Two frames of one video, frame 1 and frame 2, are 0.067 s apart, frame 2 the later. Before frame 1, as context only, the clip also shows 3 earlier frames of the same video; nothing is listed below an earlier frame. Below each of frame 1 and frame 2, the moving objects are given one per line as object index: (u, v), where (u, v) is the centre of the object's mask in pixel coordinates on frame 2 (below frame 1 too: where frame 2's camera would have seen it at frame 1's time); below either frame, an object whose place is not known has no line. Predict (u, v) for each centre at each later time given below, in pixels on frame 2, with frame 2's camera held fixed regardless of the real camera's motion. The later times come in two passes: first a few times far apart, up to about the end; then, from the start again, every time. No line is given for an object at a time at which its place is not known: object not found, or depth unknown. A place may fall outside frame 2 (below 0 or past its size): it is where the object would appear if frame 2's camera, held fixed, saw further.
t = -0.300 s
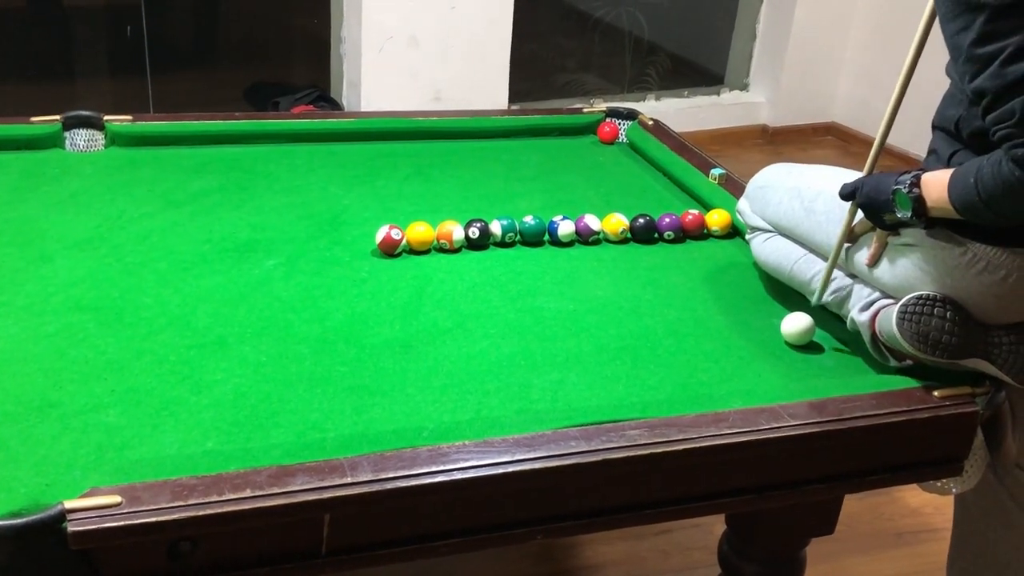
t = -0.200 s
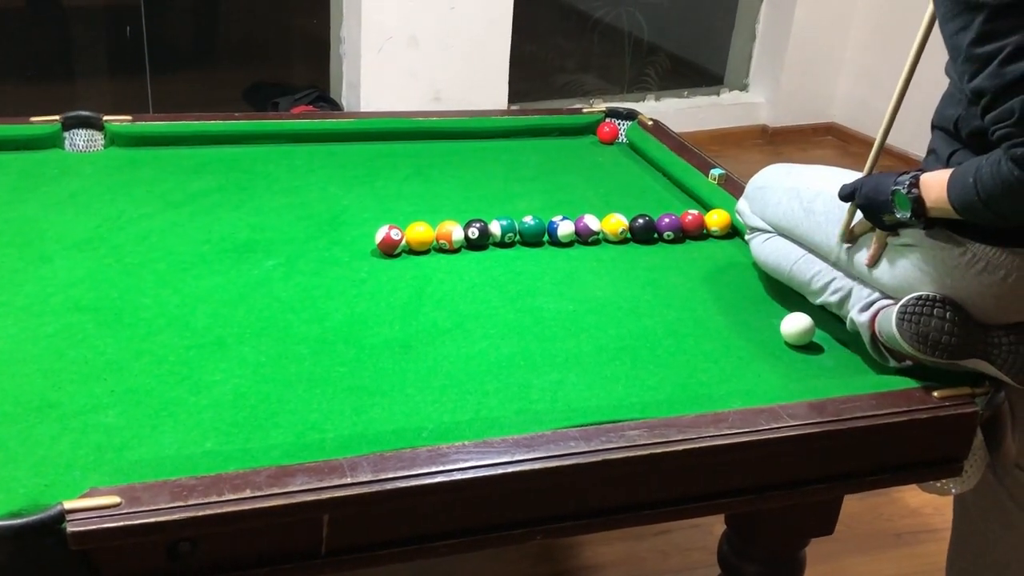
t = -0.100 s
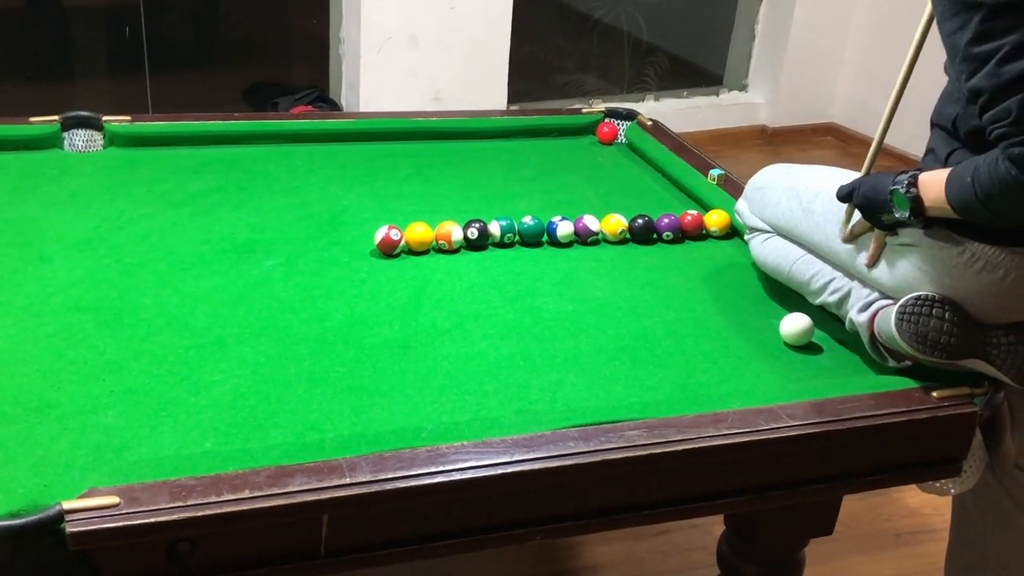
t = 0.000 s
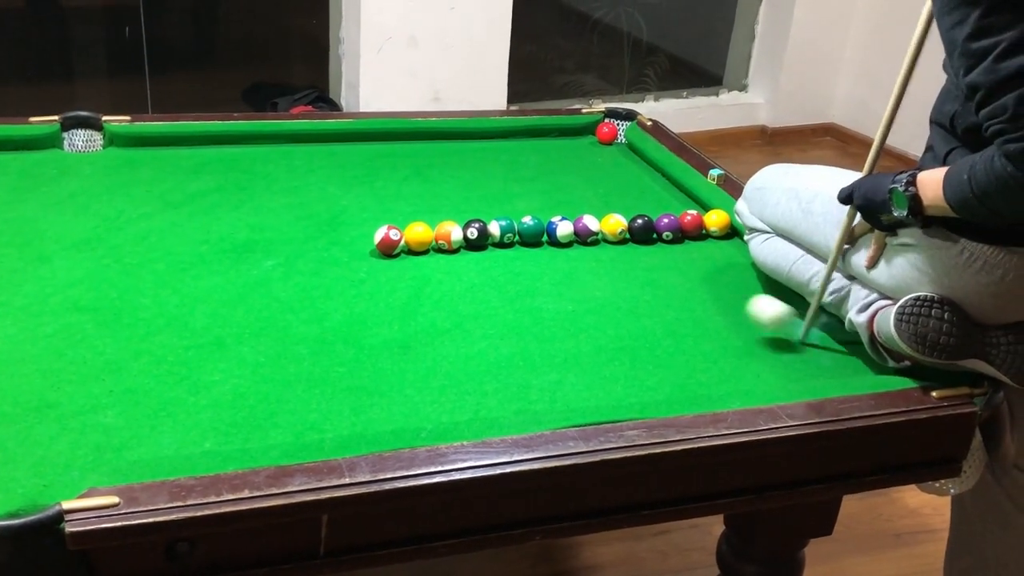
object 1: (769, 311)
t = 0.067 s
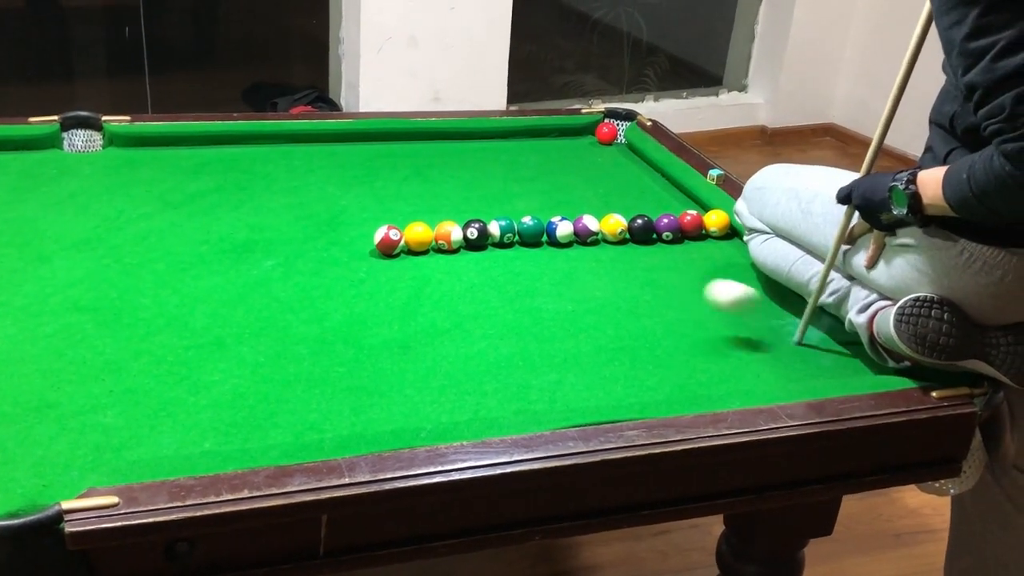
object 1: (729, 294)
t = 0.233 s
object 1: (635, 286)
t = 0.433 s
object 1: (531, 295)
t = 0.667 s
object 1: (434, 287)
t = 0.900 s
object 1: (356, 275)
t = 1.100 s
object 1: (309, 262)
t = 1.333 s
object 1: (277, 247)
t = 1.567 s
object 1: (270, 229)
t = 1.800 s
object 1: (308, 204)
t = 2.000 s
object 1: (393, 180)
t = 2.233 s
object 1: (515, 156)
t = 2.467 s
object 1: (612, 141)
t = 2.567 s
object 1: (603, 145)
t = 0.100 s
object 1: (708, 289)
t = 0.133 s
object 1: (691, 286)
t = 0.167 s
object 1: (671, 285)
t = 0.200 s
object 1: (654, 284)
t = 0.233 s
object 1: (635, 286)
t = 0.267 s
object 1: (619, 287)
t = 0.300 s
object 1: (601, 291)
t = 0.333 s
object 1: (581, 296)
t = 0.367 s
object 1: (563, 299)
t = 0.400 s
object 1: (546, 301)
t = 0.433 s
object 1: (531, 295)
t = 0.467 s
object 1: (517, 293)
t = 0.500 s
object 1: (503, 292)
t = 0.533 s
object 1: (489, 289)
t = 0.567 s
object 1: (474, 291)
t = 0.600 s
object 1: (459, 292)
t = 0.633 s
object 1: (446, 289)
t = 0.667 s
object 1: (434, 287)
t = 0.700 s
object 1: (422, 285)
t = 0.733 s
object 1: (409, 285)
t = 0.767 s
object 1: (397, 283)
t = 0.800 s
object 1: (387, 281)
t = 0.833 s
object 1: (376, 279)
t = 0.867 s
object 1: (366, 277)
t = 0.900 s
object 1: (356, 275)
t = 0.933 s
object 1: (347, 274)
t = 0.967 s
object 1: (338, 271)
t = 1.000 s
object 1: (331, 269)
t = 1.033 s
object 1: (323, 267)
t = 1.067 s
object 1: (315, 264)
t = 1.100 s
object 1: (309, 262)
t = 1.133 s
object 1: (303, 260)
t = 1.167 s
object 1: (297, 258)
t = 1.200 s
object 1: (292, 256)
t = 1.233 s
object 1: (288, 254)
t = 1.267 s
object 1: (284, 252)
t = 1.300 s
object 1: (280, 249)
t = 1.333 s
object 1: (277, 247)
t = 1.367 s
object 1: (274, 245)
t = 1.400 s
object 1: (272, 243)
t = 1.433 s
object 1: (270, 240)
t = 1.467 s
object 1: (269, 238)
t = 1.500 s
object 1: (269, 235)
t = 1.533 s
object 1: (269, 232)
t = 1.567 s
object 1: (270, 229)
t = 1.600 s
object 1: (272, 226)
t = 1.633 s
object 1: (275, 223)
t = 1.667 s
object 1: (279, 219)
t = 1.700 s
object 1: (284, 215)
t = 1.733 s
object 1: (291, 212)
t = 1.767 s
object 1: (299, 208)
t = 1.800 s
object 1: (308, 204)
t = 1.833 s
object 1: (319, 200)
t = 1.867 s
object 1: (332, 196)
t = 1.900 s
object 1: (346, 192)
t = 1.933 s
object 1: (361, 188)
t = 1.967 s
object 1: (376, 184)
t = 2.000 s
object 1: (393, 180)
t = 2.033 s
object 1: (410, 177)
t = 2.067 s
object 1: (428, 173)
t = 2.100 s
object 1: (447, 169)
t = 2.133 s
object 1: (464, 166)
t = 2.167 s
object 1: (482, 163)
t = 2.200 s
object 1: (498, 159)
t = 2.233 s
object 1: (515, 156)
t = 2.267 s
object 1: (531, 153)
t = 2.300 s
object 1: (546, 150)
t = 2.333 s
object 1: (561, 147)
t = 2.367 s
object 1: (576, 144)
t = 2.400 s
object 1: (590, 141)
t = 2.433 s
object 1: (603, 140)
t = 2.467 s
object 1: (612, 141)
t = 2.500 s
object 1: (613, 142)
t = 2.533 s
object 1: (608, 144)
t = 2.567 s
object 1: (603, 145)
